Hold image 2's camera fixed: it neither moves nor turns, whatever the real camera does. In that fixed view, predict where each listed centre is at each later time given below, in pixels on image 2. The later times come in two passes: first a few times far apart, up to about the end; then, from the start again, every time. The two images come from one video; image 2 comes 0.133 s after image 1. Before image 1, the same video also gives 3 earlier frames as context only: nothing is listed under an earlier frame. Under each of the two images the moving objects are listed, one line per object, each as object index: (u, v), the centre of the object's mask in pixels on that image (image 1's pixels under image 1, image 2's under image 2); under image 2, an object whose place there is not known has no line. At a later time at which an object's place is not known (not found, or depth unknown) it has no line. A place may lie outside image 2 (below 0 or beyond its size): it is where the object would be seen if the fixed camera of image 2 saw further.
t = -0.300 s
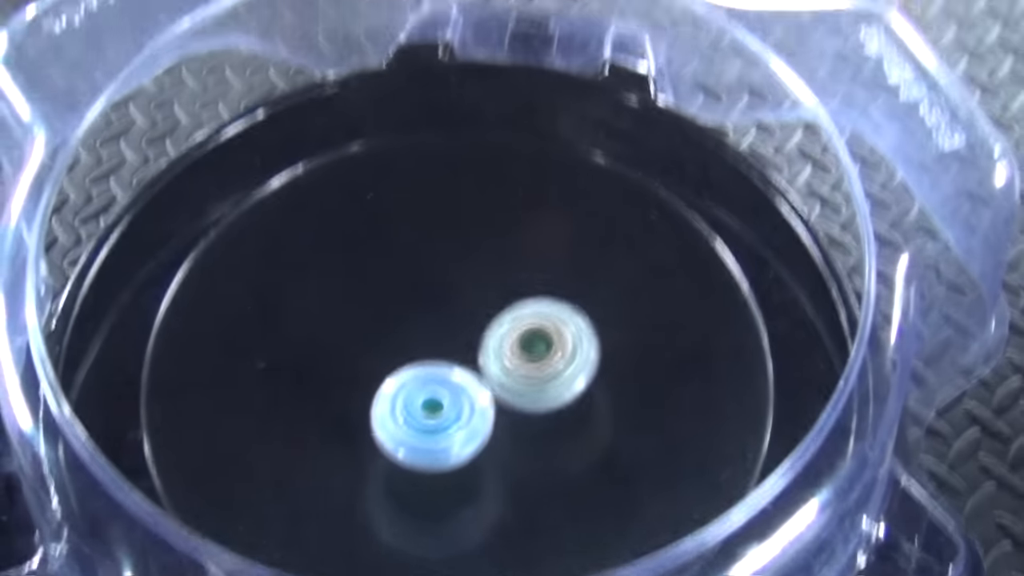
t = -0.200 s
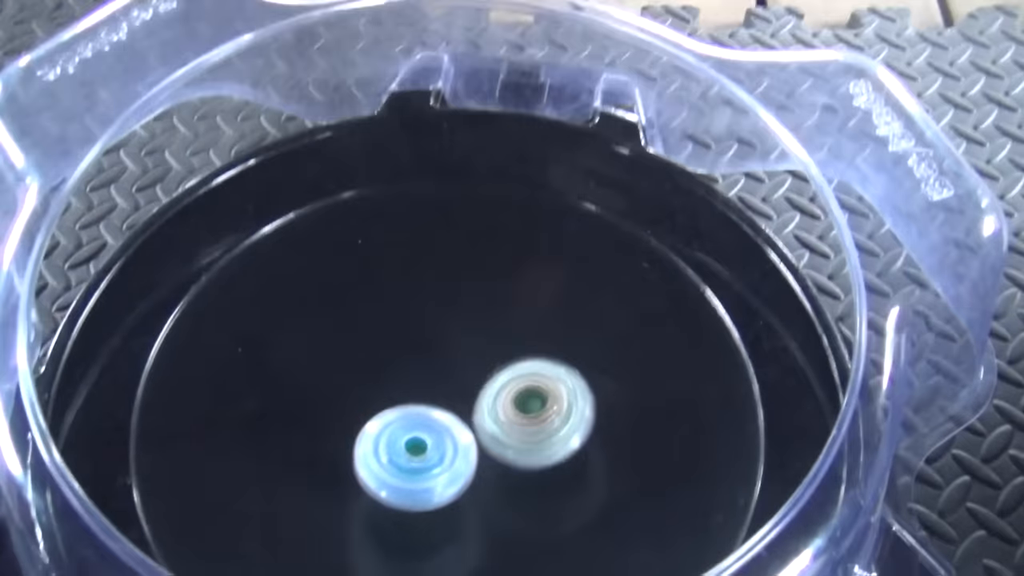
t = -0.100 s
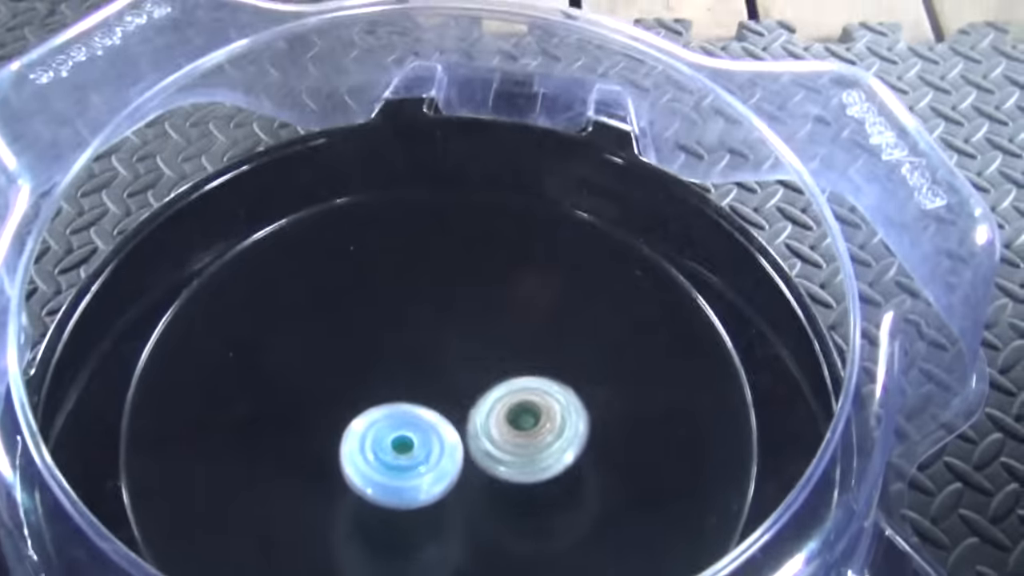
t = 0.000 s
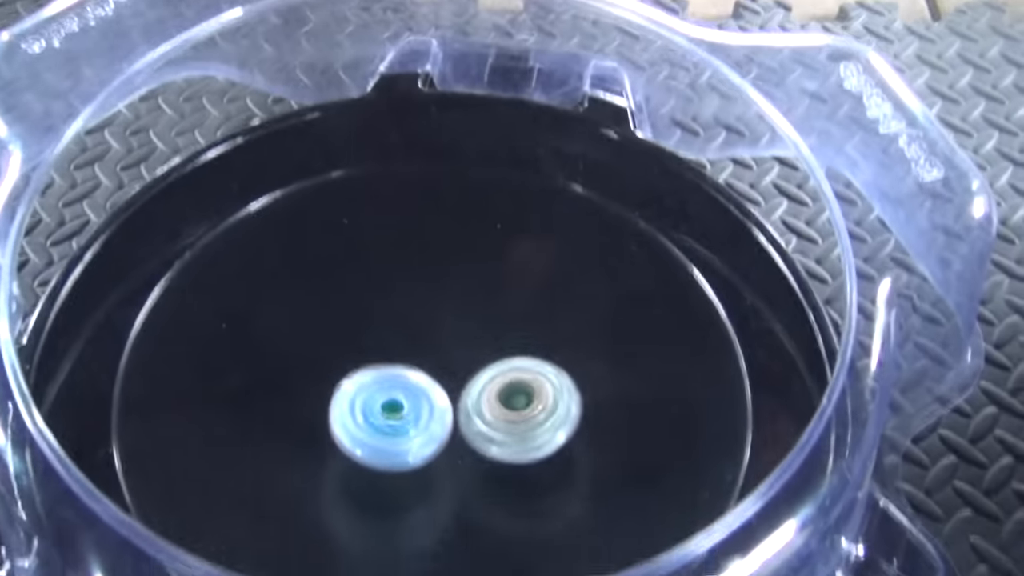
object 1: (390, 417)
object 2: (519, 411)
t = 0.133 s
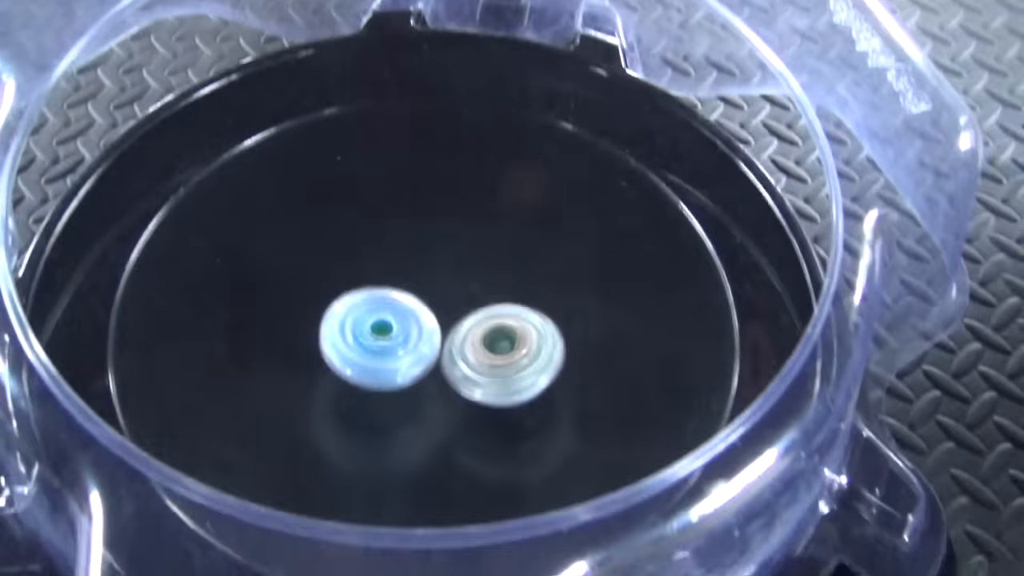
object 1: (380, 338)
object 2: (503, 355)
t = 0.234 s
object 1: (373, 325)
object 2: (502, 360)
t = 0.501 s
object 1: (366, 300)
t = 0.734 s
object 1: (351, 275)
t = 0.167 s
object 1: (377, 334)
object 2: (503, 359)
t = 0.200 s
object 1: (375, 330)
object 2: (503, 360)
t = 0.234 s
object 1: (373, 325)
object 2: (502, 360)
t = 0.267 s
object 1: (371, 321)
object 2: (500, 360)
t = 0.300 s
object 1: (370, 317)
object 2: (497, 359)
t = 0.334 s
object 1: (368, 313)
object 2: (494, 358)
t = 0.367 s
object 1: (367, 310)
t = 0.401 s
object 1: (366, 307)
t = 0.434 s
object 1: (366, 304)
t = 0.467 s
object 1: (365, 302)
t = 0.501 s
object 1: (366, 300)
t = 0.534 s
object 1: (361, 293)
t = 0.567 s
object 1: (355, 285)
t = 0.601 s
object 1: (352, 280)
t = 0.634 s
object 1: (351, 278)
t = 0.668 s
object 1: (350, 276)
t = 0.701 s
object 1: (350, 276)
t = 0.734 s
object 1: (351, 275)
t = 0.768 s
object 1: (353, 275)
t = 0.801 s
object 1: (355, 274)
